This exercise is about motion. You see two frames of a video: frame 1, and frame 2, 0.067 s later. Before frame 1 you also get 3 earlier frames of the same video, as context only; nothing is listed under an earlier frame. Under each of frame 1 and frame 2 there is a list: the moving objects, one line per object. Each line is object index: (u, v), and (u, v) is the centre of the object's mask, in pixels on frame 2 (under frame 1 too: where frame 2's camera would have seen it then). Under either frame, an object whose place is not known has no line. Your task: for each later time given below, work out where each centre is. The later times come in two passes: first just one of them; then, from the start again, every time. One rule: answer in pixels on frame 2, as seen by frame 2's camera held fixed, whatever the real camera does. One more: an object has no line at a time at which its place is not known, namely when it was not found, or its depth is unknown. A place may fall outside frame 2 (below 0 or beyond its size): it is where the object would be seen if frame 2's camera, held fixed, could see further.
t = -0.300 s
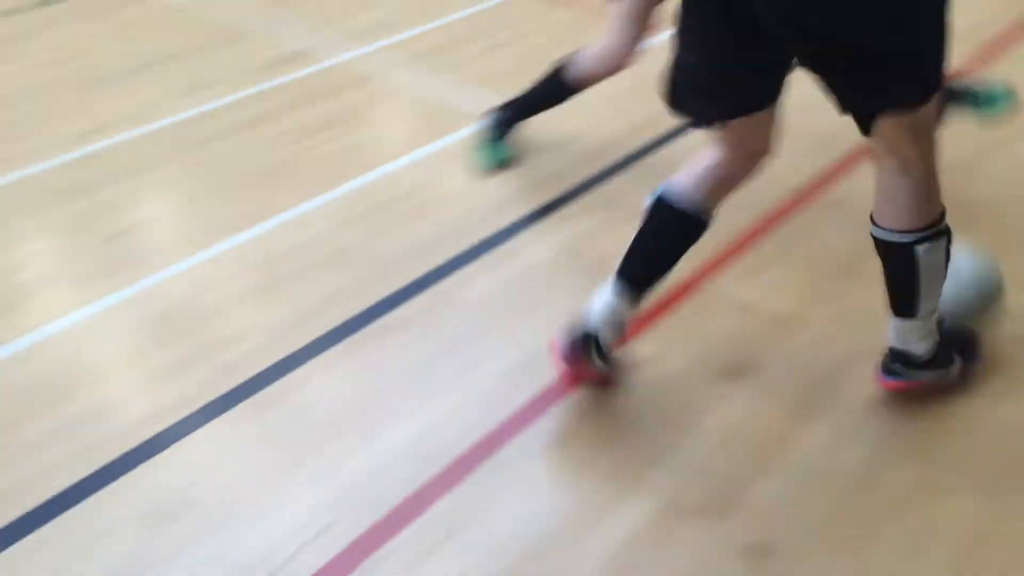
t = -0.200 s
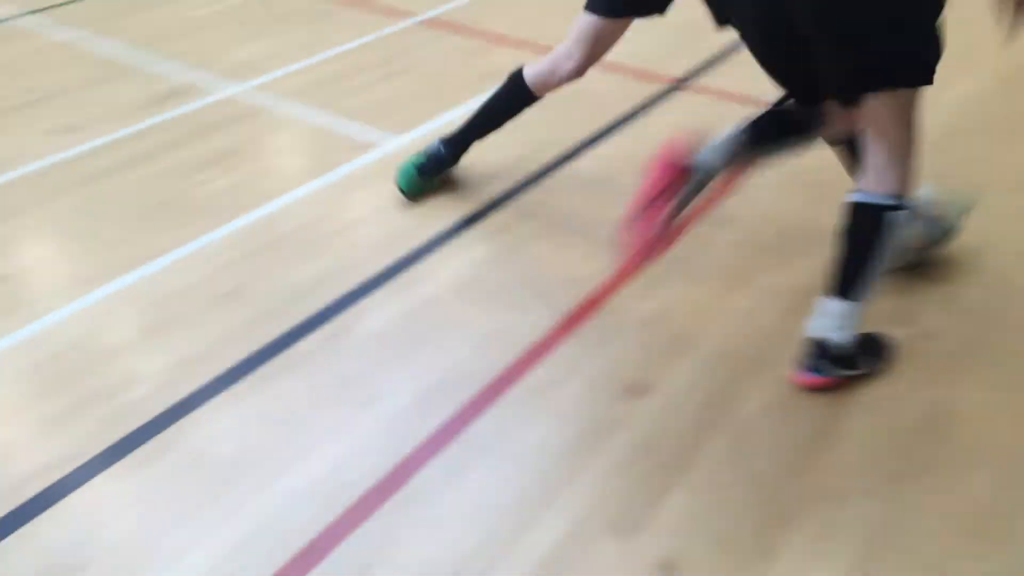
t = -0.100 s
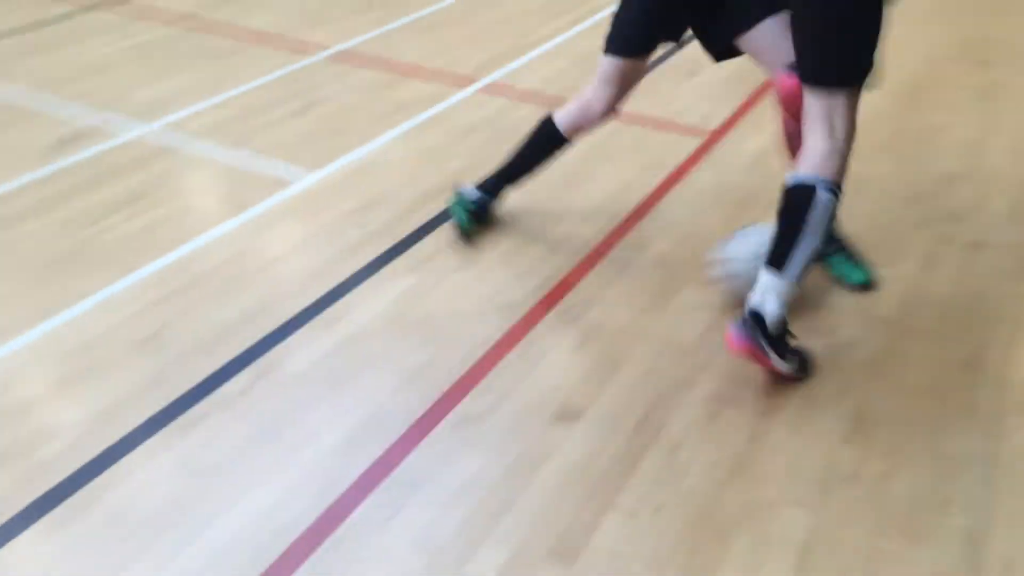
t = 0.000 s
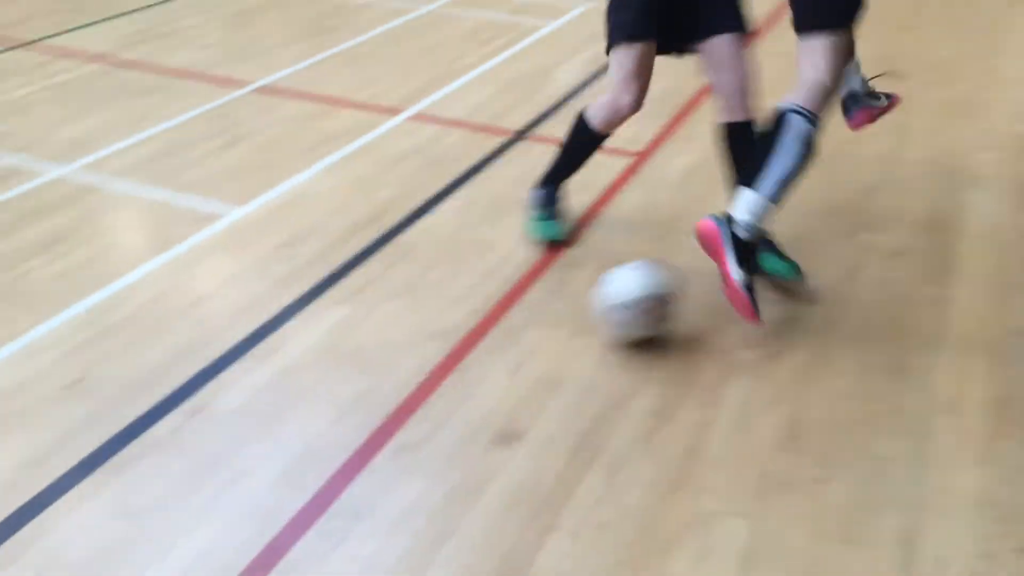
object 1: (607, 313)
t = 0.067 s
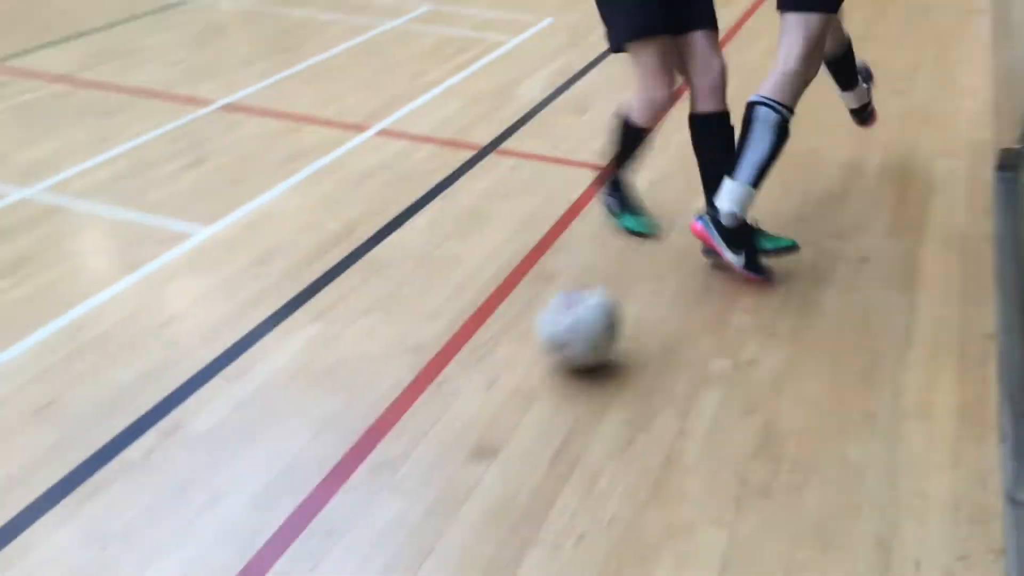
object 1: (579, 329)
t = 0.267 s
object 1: (495, 368)
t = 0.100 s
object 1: (565, 337)
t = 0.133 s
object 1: (551, 344)
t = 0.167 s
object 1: (536, 350)
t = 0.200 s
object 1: (523, 356)
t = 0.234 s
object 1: (509, 362)
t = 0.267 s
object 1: (495, 368)
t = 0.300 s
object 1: (481, 377)
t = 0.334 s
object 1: (467, 384)
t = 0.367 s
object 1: (452, 391)
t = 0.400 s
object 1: (436, 400)
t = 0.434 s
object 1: (421, 408)
